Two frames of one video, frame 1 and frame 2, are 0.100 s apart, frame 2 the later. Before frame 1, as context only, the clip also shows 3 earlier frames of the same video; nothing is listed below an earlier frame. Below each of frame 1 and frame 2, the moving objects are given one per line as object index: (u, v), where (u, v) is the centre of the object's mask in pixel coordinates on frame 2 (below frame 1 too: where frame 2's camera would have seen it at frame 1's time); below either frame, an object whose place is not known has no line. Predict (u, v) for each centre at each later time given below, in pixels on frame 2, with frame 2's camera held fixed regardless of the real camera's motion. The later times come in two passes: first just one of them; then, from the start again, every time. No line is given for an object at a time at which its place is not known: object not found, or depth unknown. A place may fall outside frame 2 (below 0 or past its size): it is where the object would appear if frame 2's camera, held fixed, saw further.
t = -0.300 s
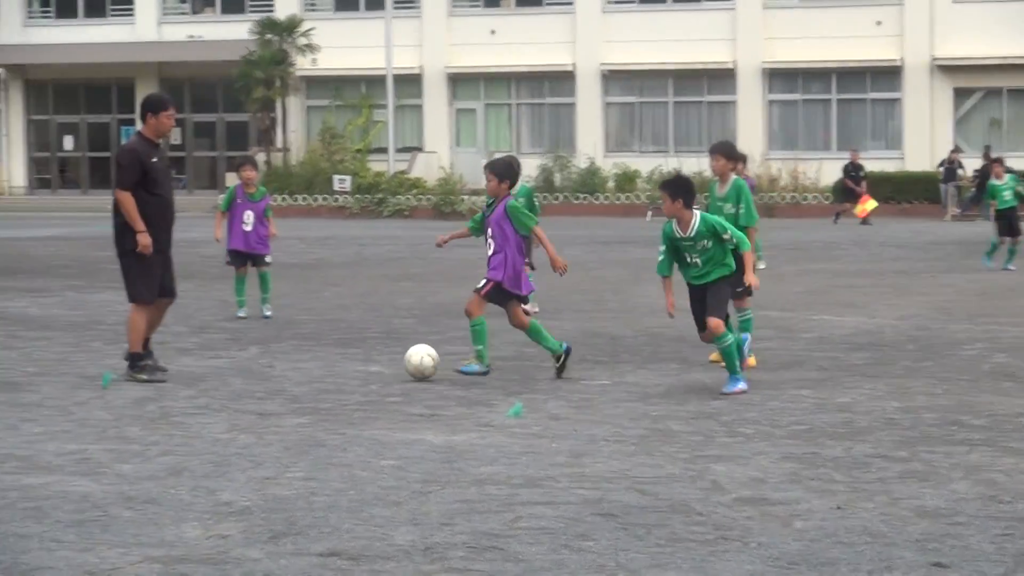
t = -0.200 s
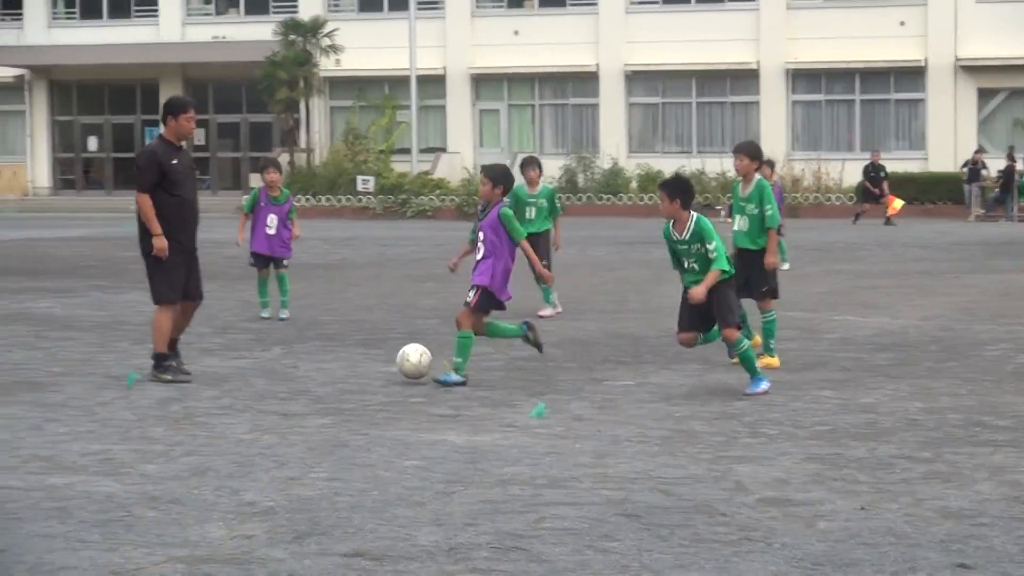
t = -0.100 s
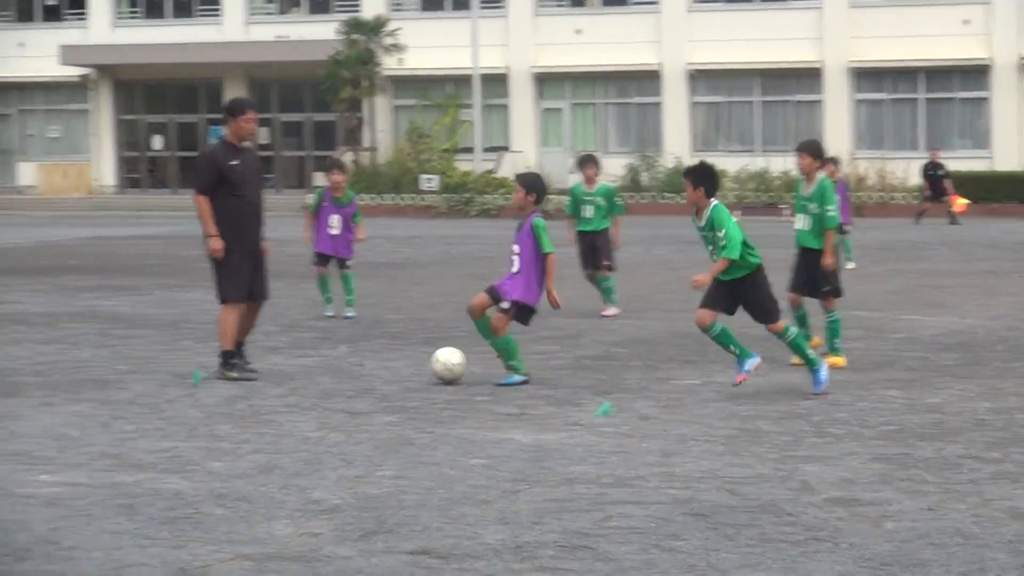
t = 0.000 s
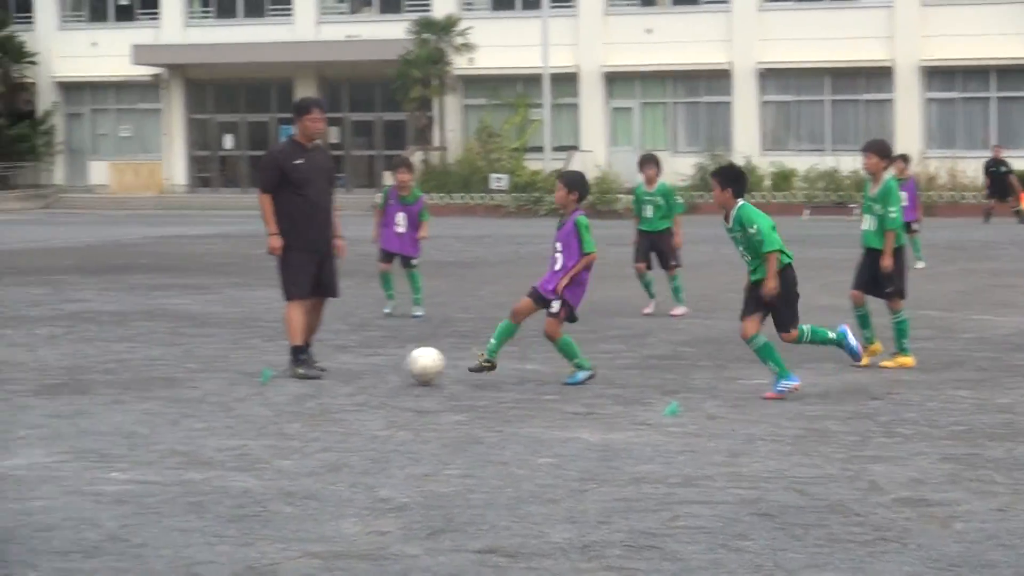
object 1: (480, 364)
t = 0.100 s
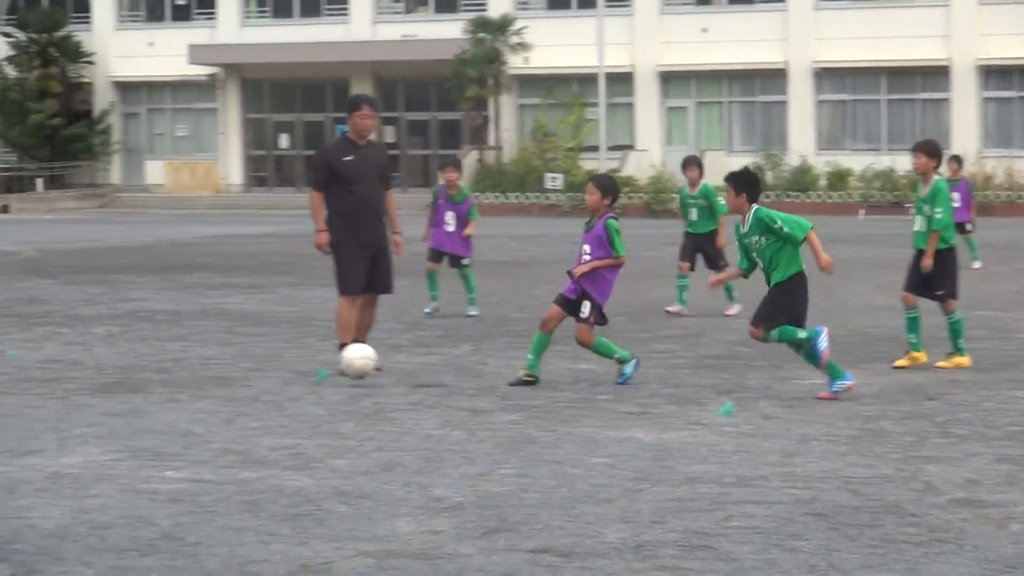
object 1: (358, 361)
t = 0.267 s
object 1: (165, 368)
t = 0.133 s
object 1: (319, 361)
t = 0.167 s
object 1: (280, 362)
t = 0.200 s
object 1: (240, 366)
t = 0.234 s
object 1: (200, 372)
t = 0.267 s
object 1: (165, 368)
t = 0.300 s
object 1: (132, 366)
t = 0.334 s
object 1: (97, 366)
